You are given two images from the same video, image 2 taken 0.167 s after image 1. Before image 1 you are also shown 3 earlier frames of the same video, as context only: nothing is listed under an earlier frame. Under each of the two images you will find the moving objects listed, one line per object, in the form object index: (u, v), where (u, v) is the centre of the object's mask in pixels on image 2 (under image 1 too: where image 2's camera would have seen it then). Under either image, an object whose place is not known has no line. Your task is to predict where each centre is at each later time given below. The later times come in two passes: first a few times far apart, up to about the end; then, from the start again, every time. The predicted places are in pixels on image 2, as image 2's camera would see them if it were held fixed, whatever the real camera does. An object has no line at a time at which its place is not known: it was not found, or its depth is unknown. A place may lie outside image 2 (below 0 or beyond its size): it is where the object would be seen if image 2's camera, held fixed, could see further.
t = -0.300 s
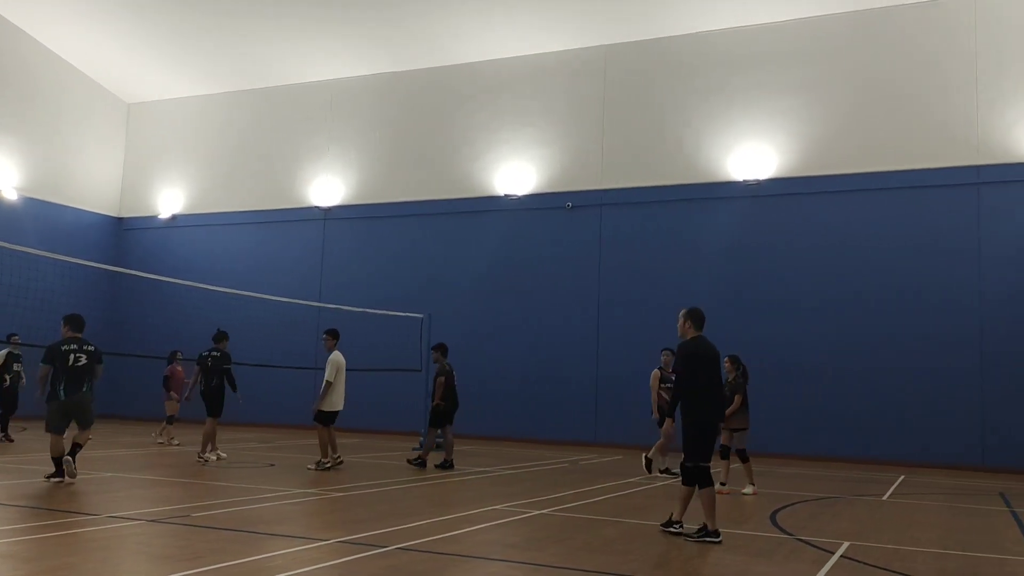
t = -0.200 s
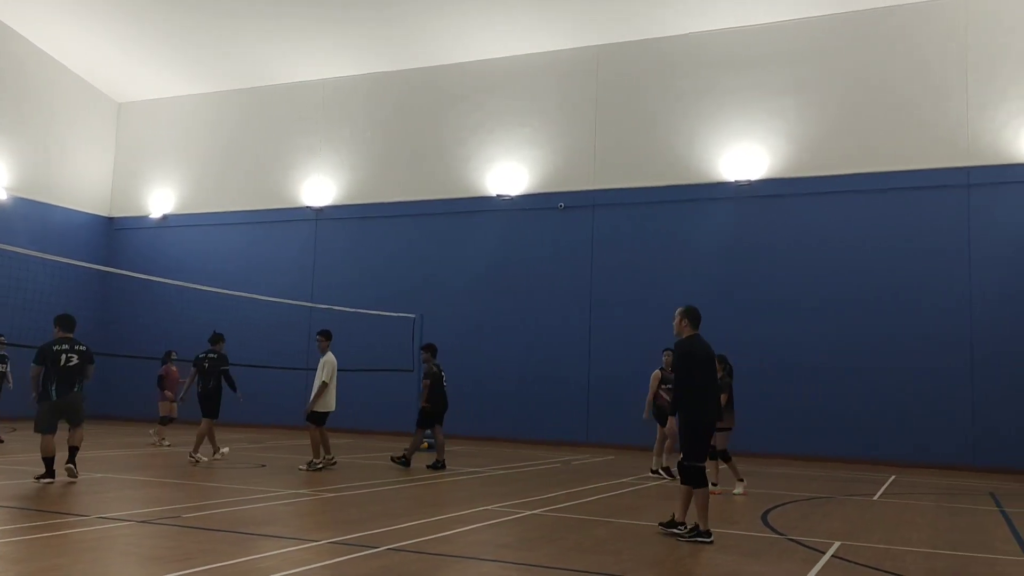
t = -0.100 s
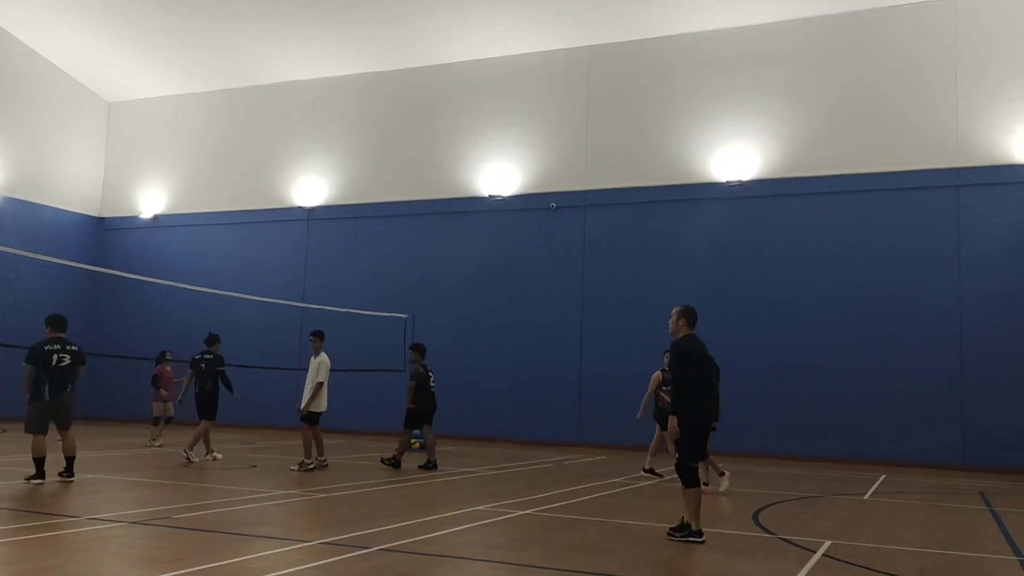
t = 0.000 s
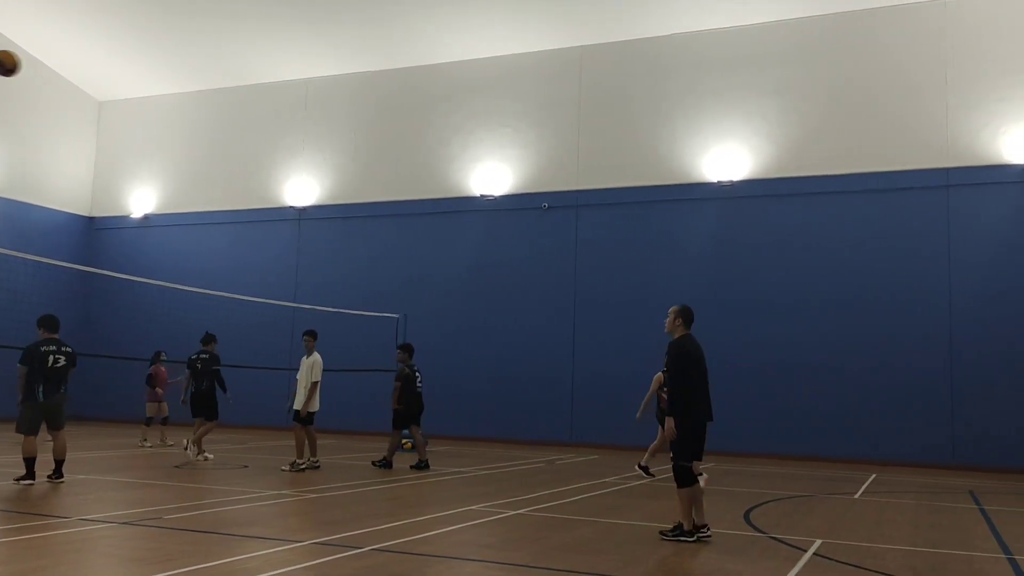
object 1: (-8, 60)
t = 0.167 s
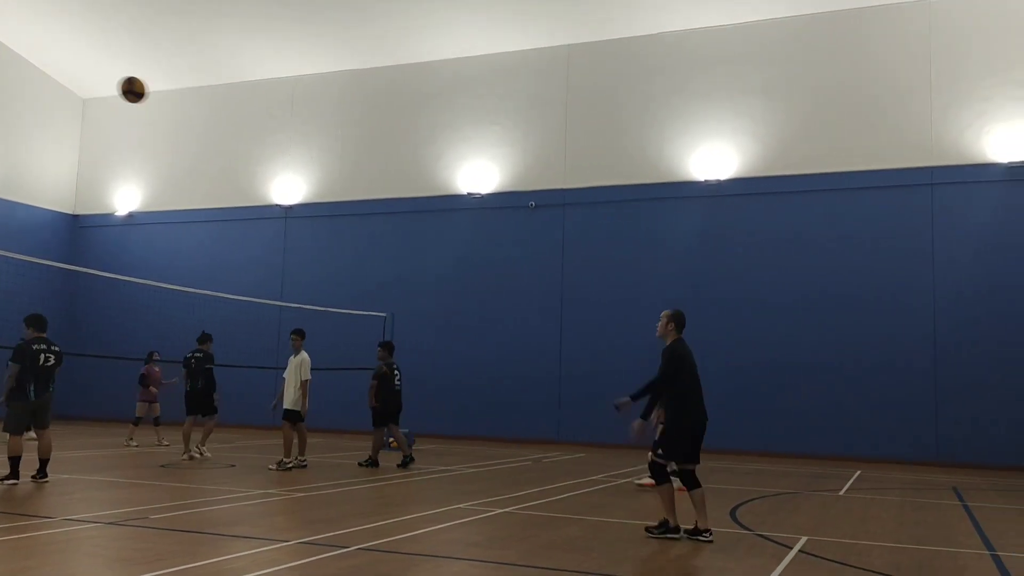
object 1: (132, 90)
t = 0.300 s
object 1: (241, 136)
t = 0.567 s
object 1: (440, 282)
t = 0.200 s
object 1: (161, 99)
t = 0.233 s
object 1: (187, 110)
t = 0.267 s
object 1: (213, 122)
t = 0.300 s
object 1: (241, 136)
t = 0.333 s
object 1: (265, 150)
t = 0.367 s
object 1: (291, 165)
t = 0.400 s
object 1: (319, 184)
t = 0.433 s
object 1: (342, 200)
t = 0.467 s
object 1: (367, 219)
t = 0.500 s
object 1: (391, 238)
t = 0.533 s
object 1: (416, 260)
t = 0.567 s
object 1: (440, 282)
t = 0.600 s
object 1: (464, 305)
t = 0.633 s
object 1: (487, 329)
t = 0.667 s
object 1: (509, 353)
